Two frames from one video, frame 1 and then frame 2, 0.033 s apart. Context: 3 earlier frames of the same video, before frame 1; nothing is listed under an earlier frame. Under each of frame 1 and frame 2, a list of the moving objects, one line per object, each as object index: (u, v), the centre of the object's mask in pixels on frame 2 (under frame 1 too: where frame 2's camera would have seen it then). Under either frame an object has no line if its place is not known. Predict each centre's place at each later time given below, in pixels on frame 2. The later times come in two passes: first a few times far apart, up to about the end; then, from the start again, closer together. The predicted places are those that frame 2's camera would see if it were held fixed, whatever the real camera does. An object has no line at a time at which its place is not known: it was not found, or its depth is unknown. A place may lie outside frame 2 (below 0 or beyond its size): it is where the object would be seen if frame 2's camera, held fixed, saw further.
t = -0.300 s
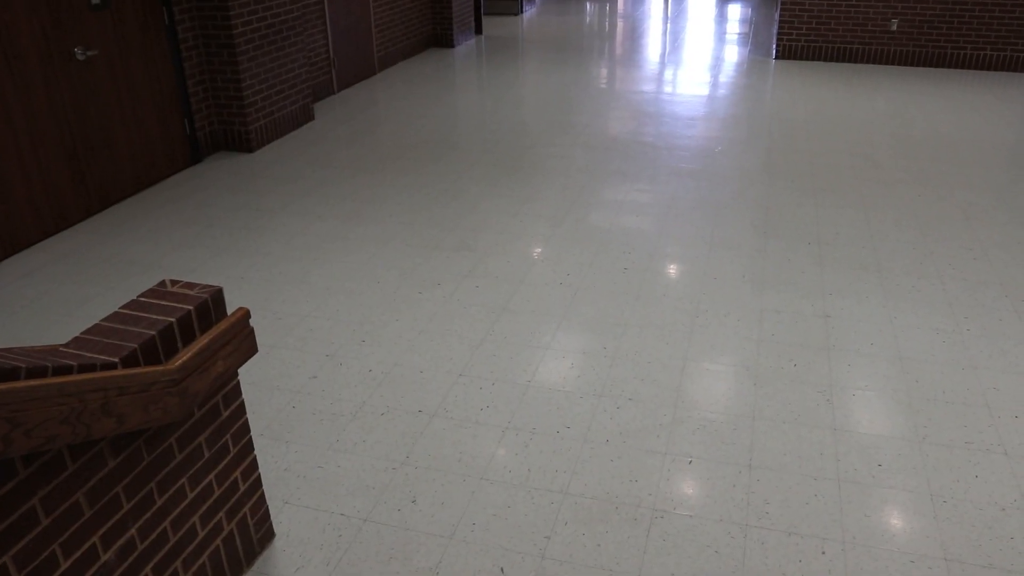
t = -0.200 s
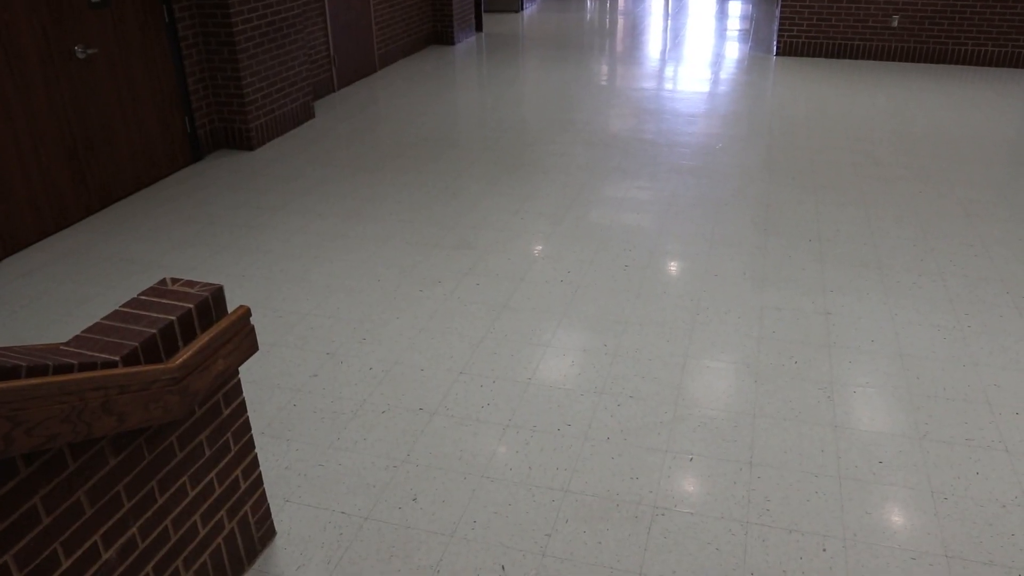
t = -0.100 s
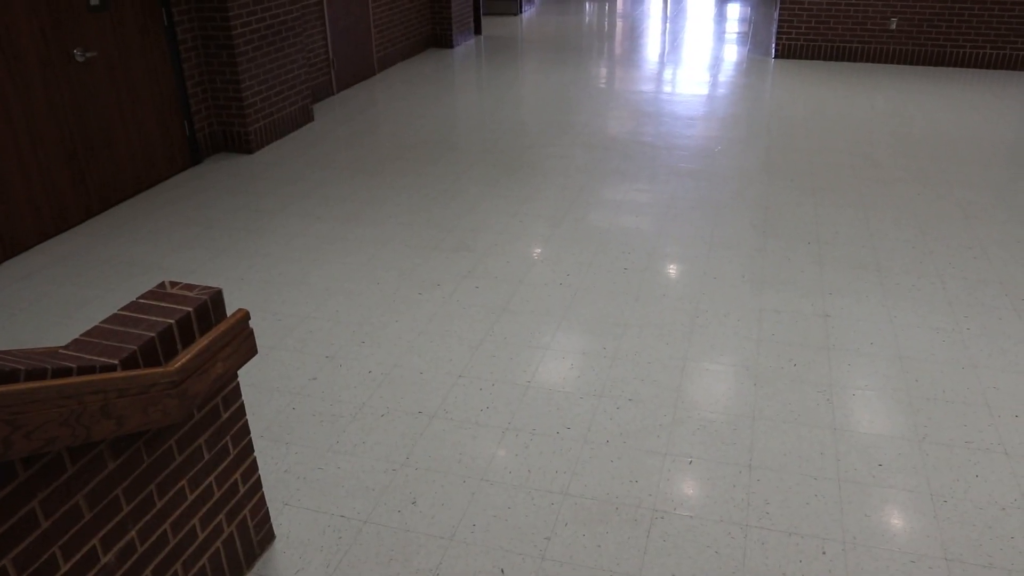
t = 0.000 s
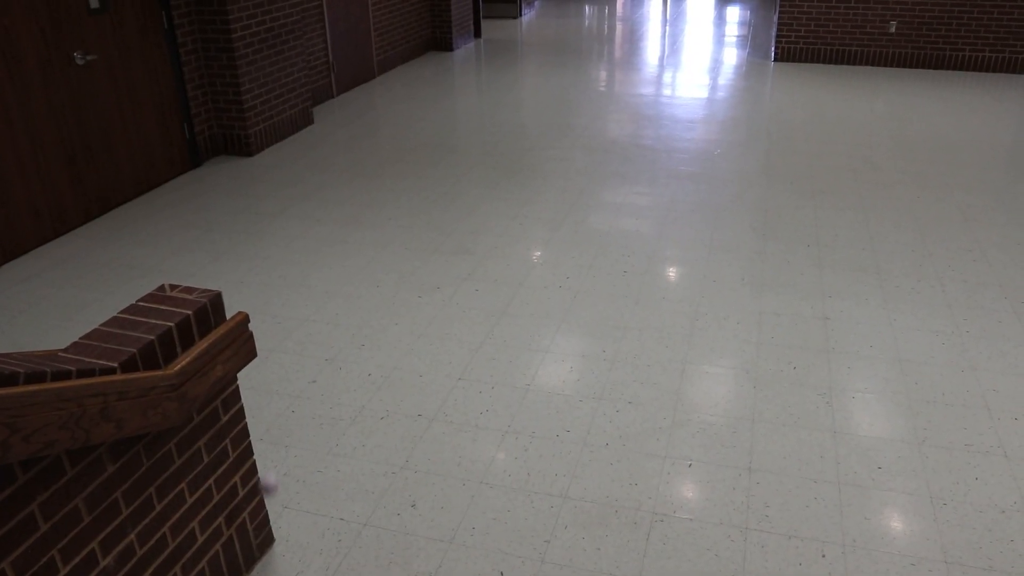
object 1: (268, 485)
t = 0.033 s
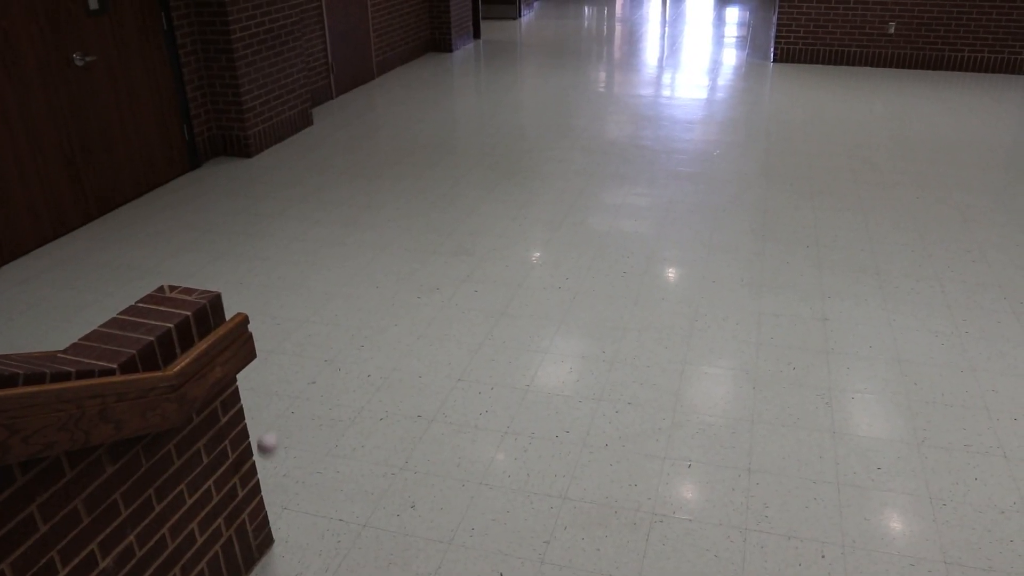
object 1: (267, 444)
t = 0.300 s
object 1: (290, 252)
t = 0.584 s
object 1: (334, 275)
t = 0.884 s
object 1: (360, 226)
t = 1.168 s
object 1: (380, 190)
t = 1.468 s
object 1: (398, 168)
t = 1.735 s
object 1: (410, 165)
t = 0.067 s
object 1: (268, 407)
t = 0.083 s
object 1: (269, 390)
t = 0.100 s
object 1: (270, 374)
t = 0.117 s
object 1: (271, 358)
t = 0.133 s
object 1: (272, 343)
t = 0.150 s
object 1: (273, 331)
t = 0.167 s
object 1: (275, 318)
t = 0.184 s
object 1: (276, 306)
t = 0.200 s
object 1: (278, 296)
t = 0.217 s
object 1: (280, 287)
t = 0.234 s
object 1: (282, 278)
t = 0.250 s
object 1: (284, 270)
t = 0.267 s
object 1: (286, 263)
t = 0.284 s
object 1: (288, 257)
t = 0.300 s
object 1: (290, 252)
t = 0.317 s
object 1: (292, 248)
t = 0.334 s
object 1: (295, 244)
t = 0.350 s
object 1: (297, 242)
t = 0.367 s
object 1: (299, 240)
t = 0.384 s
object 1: (302, 239)
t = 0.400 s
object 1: (304, 239)
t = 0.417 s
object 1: (307, 239)
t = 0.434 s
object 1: (309, 240)
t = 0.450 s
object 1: (312, 242)
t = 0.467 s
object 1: (315, 244)
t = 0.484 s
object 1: (318, 247)
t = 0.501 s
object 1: (320, 250)
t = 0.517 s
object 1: (323, 254)
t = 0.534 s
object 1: (326, 259)
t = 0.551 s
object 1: (328, 264)
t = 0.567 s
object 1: (331, 269)
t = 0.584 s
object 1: (334, 275)
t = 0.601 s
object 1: (336, 281)
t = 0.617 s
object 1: (339, 288)
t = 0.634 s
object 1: (341, 295)
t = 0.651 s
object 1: (344, 303)
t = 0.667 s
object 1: (347, 311)
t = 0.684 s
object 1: (350, 319)
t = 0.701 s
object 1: (353, 328)
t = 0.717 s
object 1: (354, 327)
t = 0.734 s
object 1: (354, 313)
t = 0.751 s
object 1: (355, 300)
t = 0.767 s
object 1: (355, 289)
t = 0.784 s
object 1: (355, 277)
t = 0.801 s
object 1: (356, 267)
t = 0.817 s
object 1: (357, 258)
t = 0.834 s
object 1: (358, 249)
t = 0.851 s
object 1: (358, 241)
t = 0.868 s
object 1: (359, 233)
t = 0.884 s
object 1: (360, 226)
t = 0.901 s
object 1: (361, 219)
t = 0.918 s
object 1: (362, 214)
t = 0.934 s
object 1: (363, 209)
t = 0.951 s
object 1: (364, 204)
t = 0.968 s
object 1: (365, 200)
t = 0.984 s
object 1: (366, 195)
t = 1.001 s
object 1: (367, 192)
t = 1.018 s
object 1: (368, 190)
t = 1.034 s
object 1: (369, 188)
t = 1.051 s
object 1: (371, 186)
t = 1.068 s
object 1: (372, 186)
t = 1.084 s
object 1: (373, 185)
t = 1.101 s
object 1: (375, 185)
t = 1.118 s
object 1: (376, 186)
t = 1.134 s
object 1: (378, 186)
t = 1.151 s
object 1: (379, 188)
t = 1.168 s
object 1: (380, 190)
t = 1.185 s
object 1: (382, 192)
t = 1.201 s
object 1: (383, 194)
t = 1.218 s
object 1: (384, 197)
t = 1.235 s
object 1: (386, 200)
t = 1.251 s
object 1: (388, 204)
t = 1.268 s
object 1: (389, 208)
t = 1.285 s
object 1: (390, 213)
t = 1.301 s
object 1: (392, 220)
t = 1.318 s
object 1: (393, 219)
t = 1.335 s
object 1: (394, 213)
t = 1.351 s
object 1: (394, 204)
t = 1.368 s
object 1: (394, 198)
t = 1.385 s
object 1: (395, 192)
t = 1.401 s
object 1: (395, 186)
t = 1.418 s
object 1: (396, 181)
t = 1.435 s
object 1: (397, 176)
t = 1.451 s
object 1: (398, 172)
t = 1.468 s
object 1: (398, 168)
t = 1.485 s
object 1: (399, 165)
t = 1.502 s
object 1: (399, 163)
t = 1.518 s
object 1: (400, 160)
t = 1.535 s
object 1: (400, 158)
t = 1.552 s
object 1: (401, 156)
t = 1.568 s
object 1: (402, 155)
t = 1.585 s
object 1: (403, 155)
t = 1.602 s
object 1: (404, 154)
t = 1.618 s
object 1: (404, 154)
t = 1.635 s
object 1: (406, 155)
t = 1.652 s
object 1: (406, 156)
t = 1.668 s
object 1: (407, 157)
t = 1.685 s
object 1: (408, 158)
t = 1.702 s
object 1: (409, 160)
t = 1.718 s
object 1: (410, 162)
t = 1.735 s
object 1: (410, 165)
